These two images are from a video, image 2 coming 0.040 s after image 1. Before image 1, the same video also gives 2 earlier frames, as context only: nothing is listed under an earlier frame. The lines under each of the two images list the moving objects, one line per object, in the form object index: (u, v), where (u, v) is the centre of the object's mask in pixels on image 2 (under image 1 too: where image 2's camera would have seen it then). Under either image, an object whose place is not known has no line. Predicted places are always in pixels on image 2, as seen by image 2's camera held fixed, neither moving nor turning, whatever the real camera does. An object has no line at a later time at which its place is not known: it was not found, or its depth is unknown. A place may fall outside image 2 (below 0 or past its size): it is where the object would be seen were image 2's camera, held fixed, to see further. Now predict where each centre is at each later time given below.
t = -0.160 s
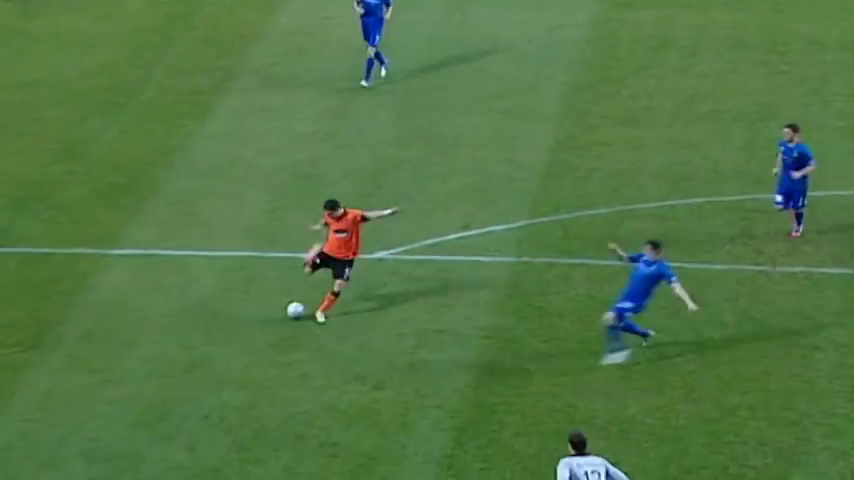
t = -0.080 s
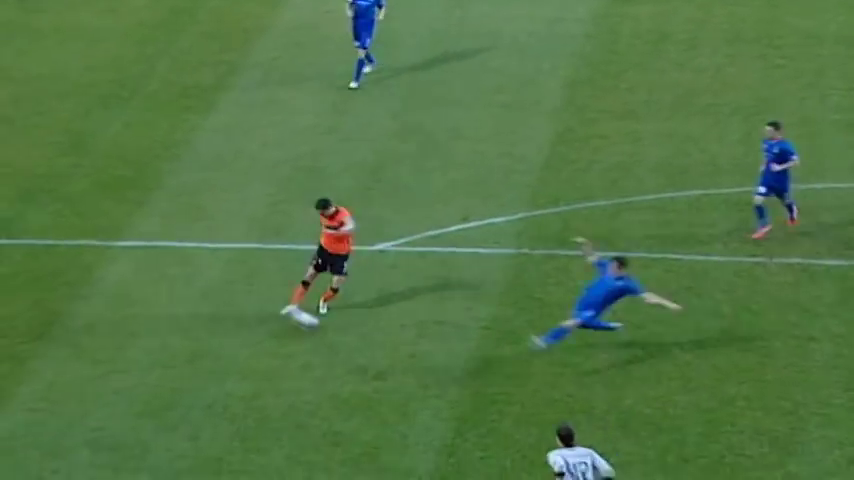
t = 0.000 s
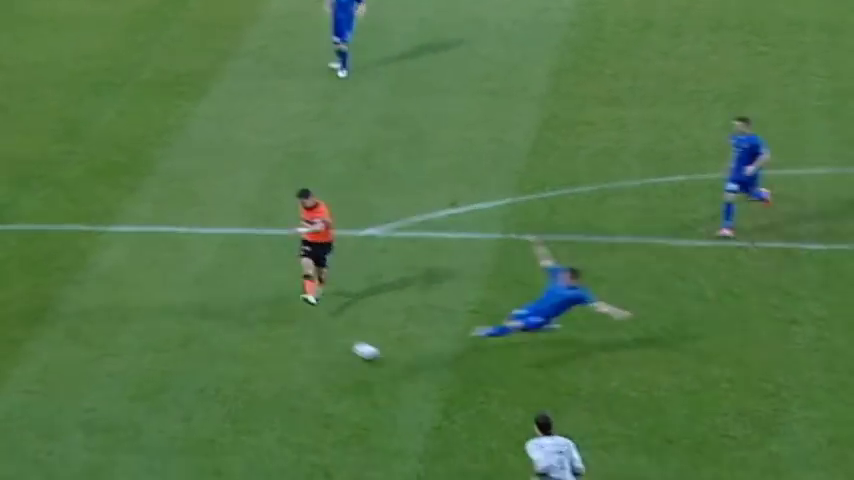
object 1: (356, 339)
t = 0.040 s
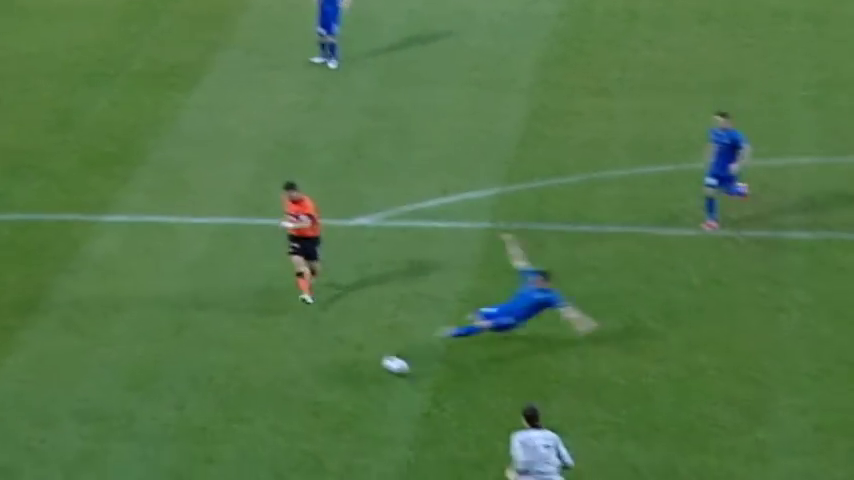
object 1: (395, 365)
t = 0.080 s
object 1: (436, 391)
